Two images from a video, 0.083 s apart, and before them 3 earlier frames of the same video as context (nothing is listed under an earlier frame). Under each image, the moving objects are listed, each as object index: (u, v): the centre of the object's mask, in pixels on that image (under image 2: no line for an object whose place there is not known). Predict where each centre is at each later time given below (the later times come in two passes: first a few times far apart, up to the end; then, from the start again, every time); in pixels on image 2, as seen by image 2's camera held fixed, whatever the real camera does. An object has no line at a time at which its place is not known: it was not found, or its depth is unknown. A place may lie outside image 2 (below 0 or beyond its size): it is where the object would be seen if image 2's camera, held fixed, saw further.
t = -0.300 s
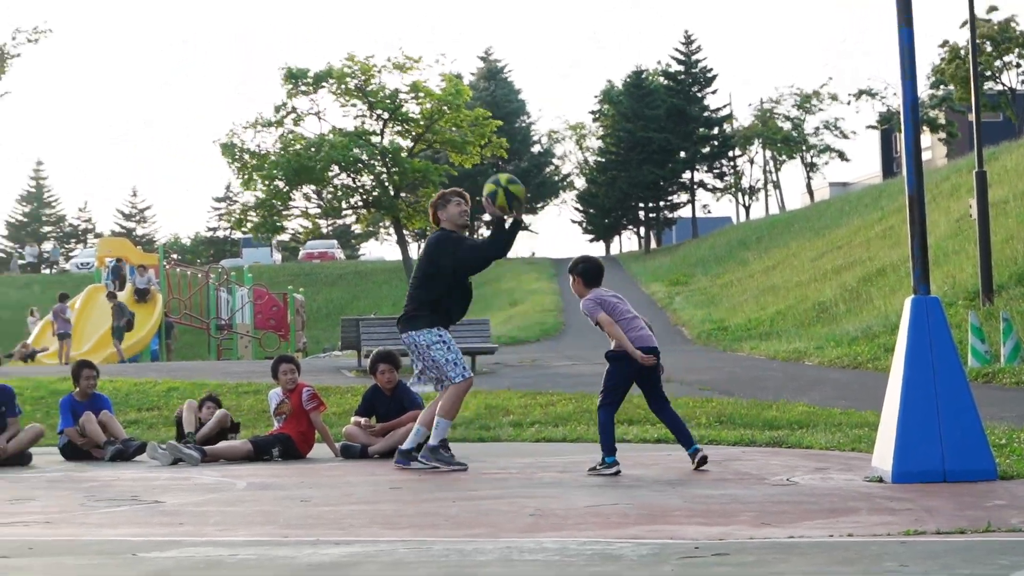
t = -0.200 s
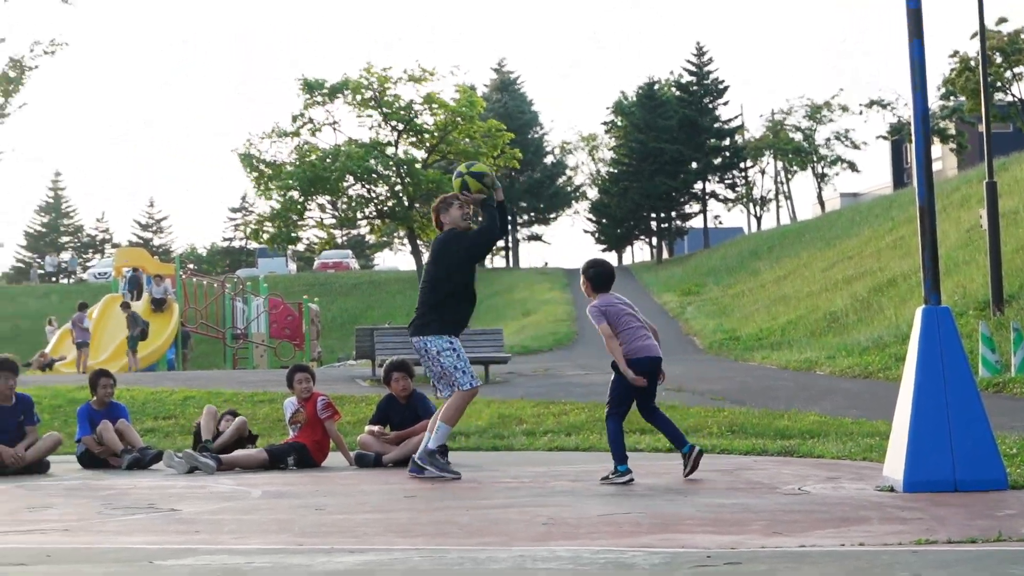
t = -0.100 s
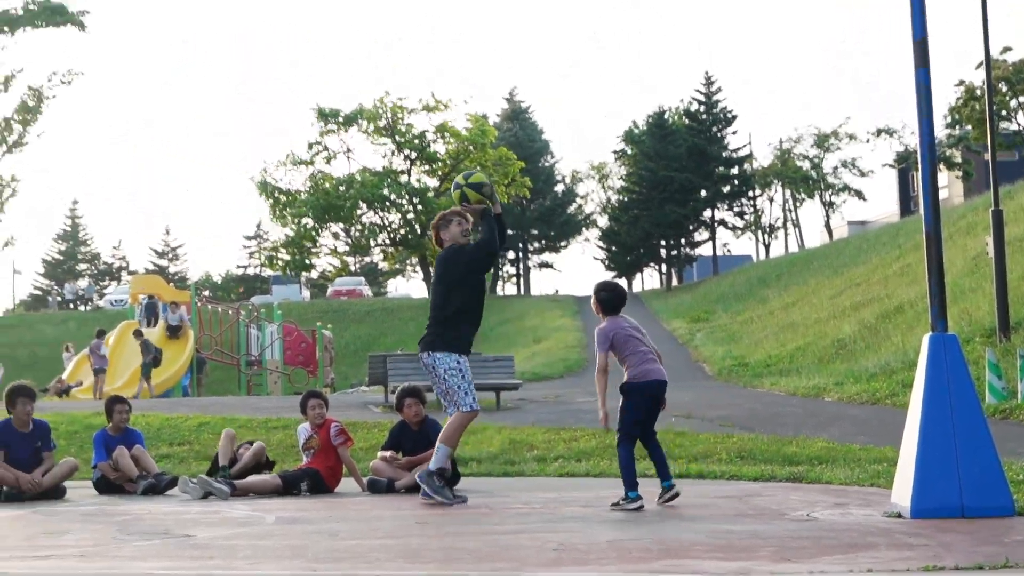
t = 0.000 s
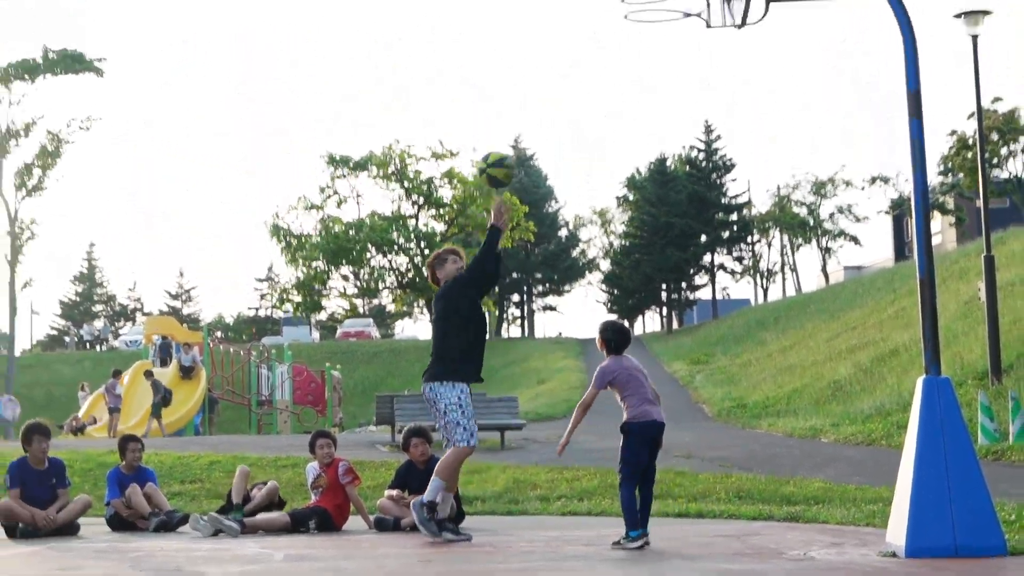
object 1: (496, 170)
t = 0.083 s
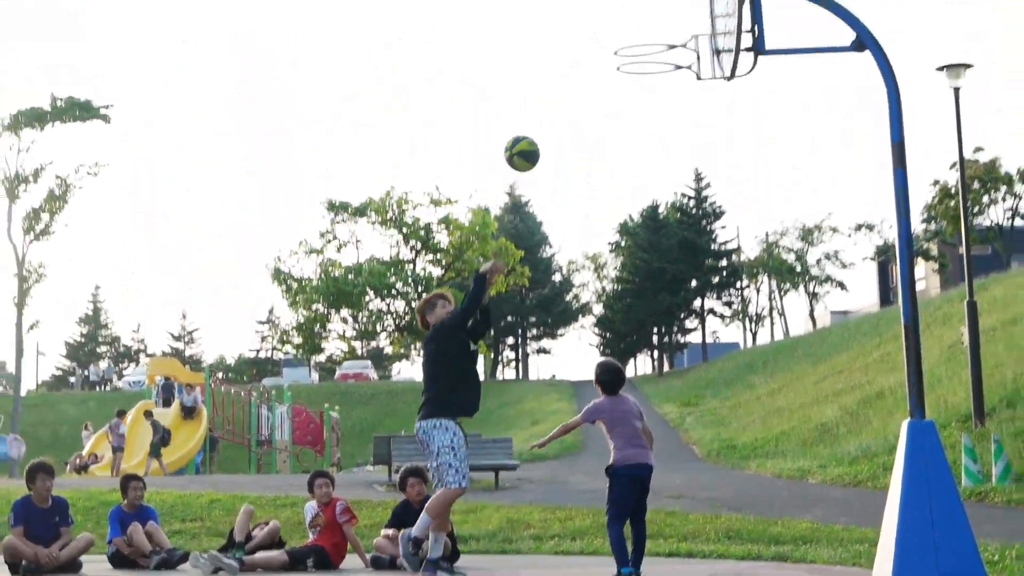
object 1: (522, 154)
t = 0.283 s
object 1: (596, 44)
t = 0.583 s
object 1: (688, -9)
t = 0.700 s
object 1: (666, 20)
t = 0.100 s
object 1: (528, 142)
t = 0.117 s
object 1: (534, 132)
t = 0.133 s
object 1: (540, 122)
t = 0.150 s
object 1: (546, 112)
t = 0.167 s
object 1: (552, 102)
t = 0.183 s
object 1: (558, 93)
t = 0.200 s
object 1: (564, 84)
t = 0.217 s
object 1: (571, 75)
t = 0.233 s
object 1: (577, 67)
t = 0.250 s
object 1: (583, 59)
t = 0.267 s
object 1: (590, 51)
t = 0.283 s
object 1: (596, 44)
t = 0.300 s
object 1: (603, 37)
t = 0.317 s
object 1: (610, 30)
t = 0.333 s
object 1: (616, 25)
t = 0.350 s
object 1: (623, 19)
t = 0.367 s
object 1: (630, 14)
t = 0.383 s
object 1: (637, 9)
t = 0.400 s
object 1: (644, 5)
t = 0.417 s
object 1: (651, 1)
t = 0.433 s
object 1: (658, -3)
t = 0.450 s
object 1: (665, -6)
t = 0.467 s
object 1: (672, -9)
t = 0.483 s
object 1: (680, -11)
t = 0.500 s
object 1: (687, -13)
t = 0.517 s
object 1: (695, -14)
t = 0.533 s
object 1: (698, -14)
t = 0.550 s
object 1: (694, -13)
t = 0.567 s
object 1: (691, -11)
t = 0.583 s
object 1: (688, -9)
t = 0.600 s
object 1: (685, -6)
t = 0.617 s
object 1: (682, -3)
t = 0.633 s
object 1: (679, 1)
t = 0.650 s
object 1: (676, 5)
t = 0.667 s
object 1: (673, 9)
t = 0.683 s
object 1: (670, 14)
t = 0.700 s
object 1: (666, 20)
